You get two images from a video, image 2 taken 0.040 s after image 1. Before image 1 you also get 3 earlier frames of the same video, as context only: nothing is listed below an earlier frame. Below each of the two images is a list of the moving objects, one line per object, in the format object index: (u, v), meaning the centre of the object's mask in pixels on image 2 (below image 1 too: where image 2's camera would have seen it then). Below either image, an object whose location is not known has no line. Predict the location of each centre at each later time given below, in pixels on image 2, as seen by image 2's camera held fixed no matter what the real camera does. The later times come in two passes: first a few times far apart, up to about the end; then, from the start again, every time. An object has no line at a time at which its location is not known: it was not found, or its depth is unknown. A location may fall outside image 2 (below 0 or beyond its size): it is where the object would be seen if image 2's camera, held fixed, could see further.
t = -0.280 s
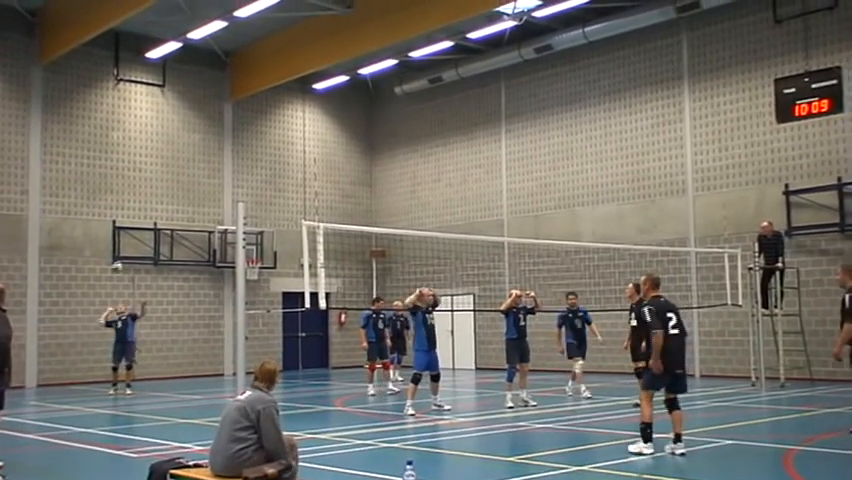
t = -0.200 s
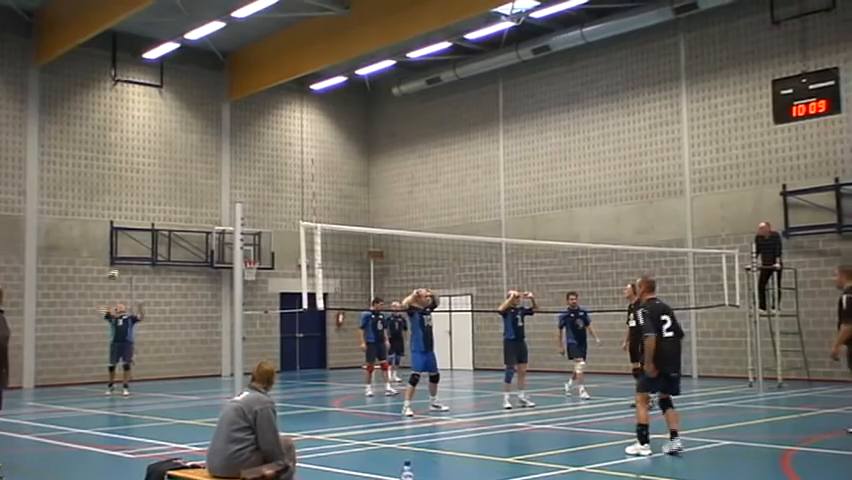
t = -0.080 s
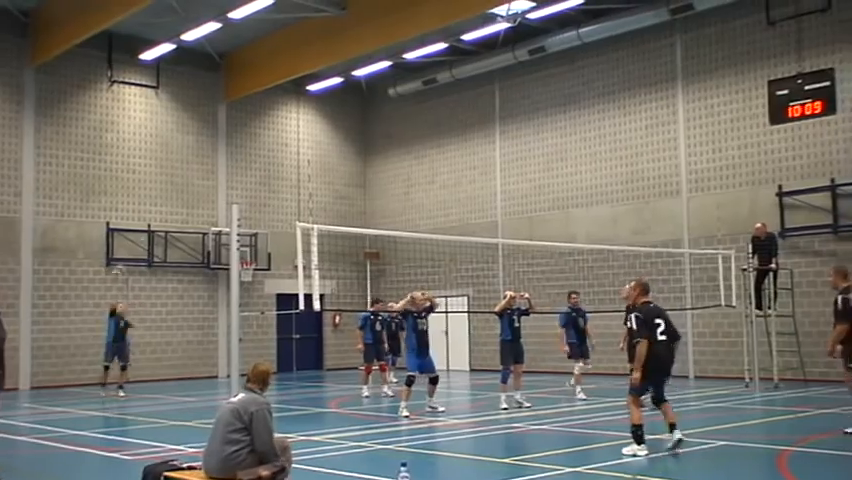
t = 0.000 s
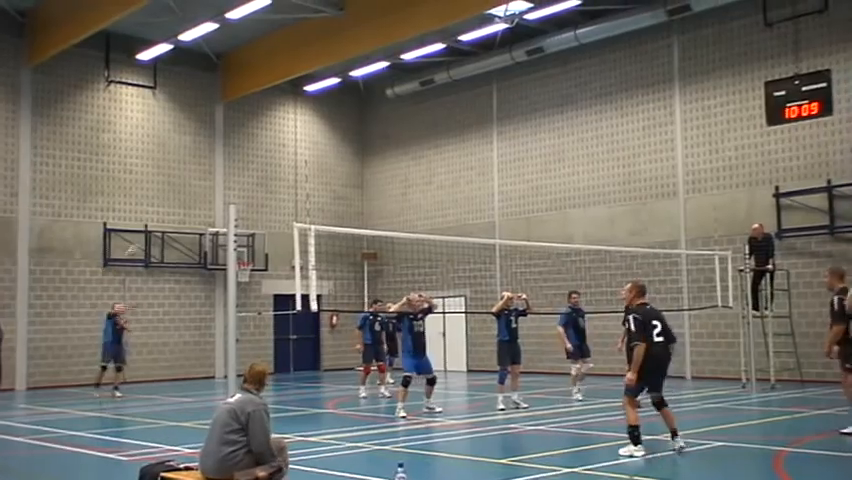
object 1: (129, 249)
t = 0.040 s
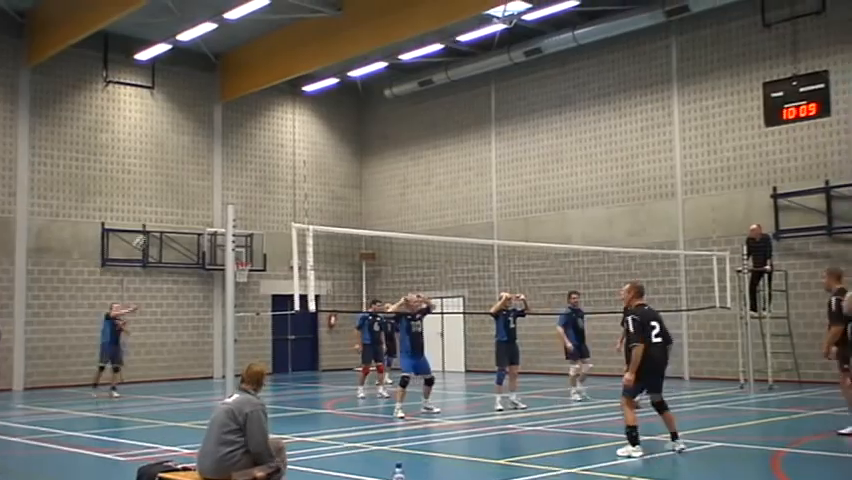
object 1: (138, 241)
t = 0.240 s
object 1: (192, 202)
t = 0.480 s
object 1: (264, 183)
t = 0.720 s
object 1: (342, 192)
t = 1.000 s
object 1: (425, 225)
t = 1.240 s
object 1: (449, 232)
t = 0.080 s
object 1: (148, 232)
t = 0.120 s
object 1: (158, 223)
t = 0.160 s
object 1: (170, 214)
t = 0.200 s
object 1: (181, 207)
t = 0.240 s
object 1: (192, 202)
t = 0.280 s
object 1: (203, 197)
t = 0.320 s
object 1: (215, 192)
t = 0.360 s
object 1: (226, 189)
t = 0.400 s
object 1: (238, 186)
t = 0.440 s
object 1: (251, 185)
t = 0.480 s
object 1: (264, 183)
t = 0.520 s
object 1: (275, 182)
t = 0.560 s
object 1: (289, 183)
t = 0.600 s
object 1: (303, 184)
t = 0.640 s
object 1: (316, 186)
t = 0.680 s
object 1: (329, 189)
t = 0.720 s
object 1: (342, 192)
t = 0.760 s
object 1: (355, 198)
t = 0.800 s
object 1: (369, 204)
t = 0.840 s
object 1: (384, 210)
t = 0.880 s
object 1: (400, 219)
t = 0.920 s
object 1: (415, 227)
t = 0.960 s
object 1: (421, 228)
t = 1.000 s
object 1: (425, 225)
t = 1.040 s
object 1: (430, 223)
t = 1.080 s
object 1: (433, 222)
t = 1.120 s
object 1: (437, 223)
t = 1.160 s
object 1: (441, 226)
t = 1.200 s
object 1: (446, 228)
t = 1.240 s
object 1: (449, 232)
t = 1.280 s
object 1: (450, 237)
